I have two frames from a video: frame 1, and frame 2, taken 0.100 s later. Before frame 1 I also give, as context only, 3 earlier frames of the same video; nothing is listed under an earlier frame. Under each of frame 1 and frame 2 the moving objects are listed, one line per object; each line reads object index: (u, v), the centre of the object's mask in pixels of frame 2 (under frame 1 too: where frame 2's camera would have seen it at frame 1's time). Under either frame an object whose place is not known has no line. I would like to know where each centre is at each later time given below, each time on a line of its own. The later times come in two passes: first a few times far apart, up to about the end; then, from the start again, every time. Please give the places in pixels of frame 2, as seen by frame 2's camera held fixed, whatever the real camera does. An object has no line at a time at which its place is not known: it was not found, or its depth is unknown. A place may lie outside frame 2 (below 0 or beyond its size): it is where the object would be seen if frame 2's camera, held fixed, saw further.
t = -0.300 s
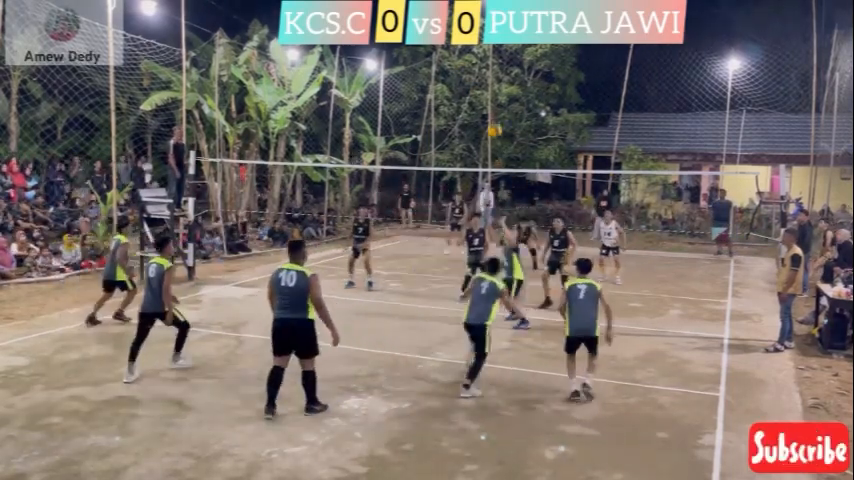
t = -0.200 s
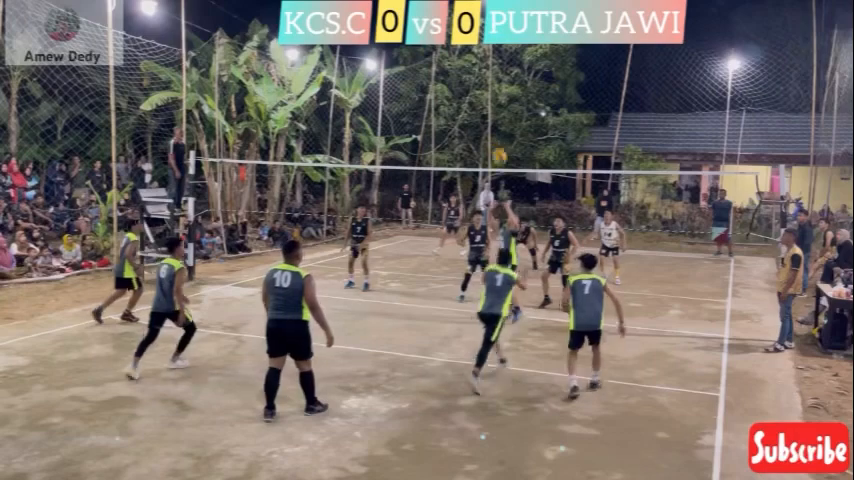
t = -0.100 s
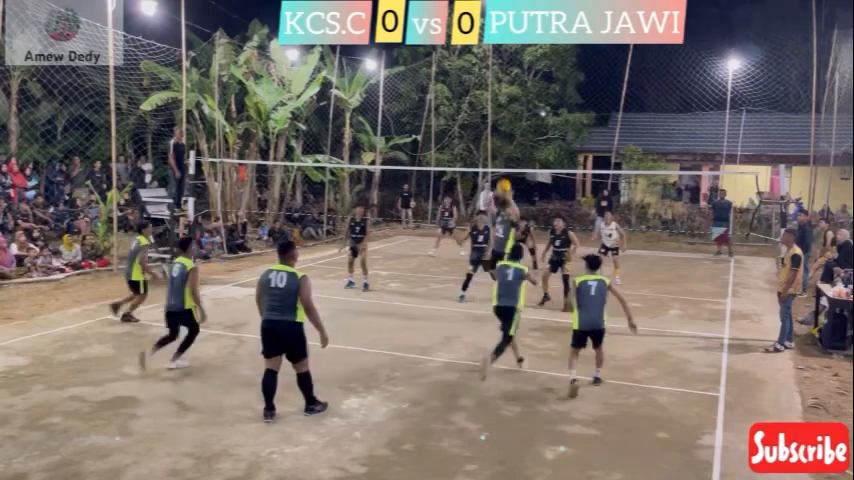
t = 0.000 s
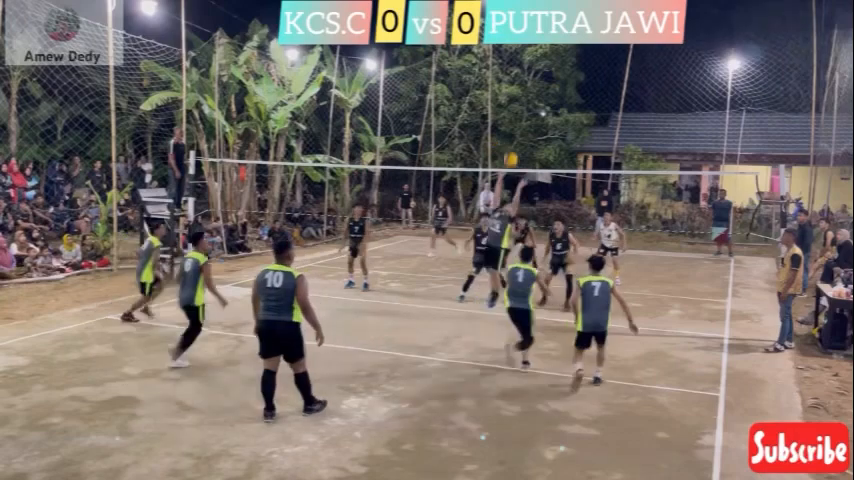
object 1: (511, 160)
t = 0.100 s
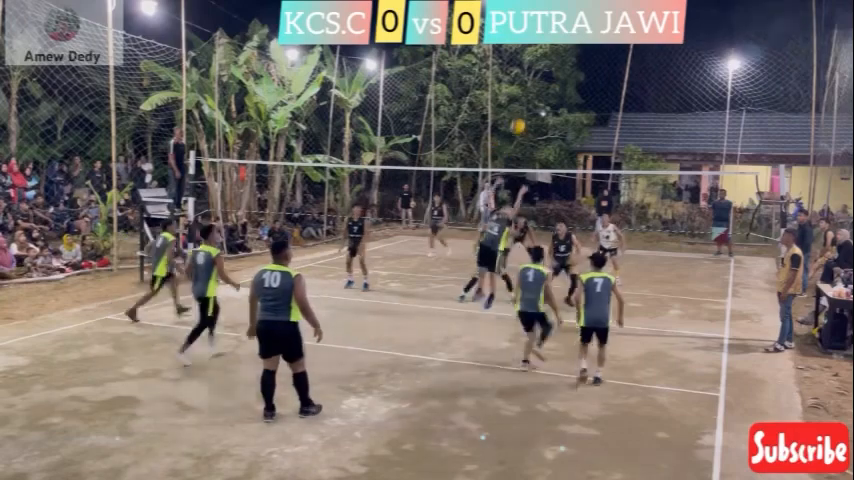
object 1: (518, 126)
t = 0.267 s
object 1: (528, 80)
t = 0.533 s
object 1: (546, 49)
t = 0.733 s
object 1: (558, 55)
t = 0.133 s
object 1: (520, 116)
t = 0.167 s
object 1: (522, 106)
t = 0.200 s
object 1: (525, 96)
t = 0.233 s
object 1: (527, 88)
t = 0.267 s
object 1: (528, 80)
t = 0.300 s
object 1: (531, 74)
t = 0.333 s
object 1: (534, 69)
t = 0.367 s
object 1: (535, 63)
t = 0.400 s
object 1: (538, 58)
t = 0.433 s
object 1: (539, 56)
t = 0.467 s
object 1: (542, 53)
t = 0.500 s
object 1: (544, 51)
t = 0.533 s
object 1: (546, 49)
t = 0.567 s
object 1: (549, 50)
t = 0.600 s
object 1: (551, 49)
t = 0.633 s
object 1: (552, 49)
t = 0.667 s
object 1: (554, 50)
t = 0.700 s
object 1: (556, 52)
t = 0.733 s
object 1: (558, 55)
